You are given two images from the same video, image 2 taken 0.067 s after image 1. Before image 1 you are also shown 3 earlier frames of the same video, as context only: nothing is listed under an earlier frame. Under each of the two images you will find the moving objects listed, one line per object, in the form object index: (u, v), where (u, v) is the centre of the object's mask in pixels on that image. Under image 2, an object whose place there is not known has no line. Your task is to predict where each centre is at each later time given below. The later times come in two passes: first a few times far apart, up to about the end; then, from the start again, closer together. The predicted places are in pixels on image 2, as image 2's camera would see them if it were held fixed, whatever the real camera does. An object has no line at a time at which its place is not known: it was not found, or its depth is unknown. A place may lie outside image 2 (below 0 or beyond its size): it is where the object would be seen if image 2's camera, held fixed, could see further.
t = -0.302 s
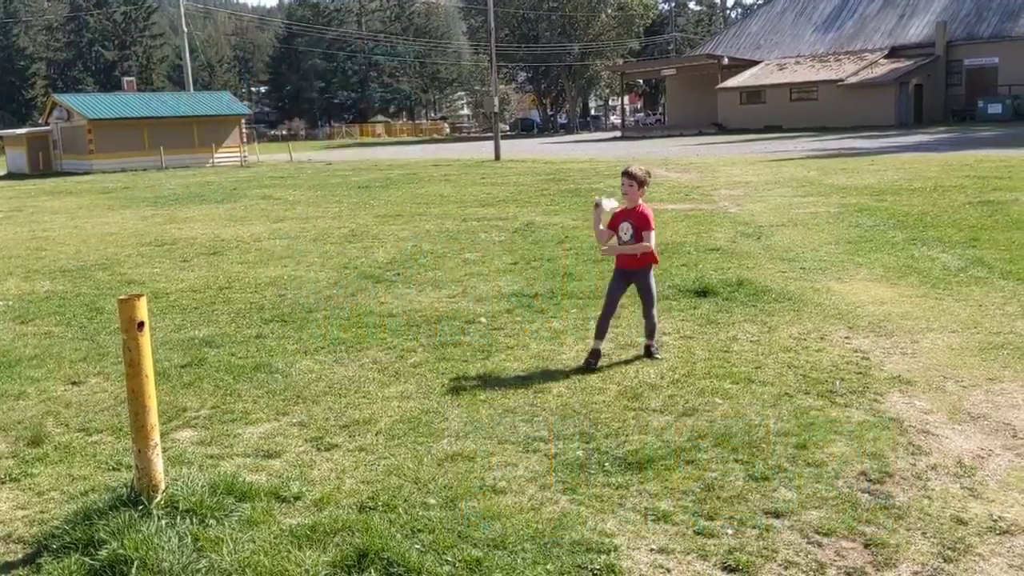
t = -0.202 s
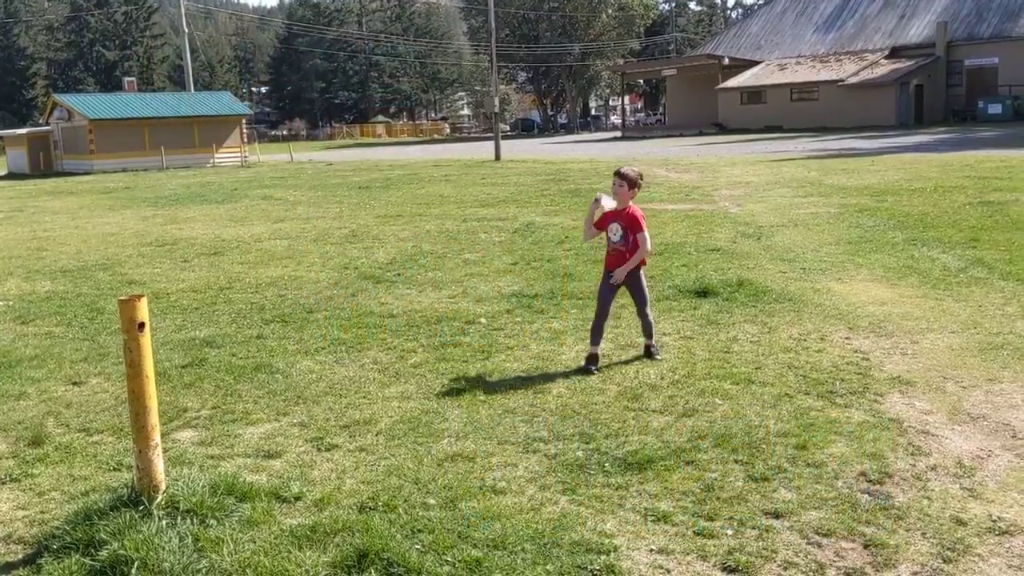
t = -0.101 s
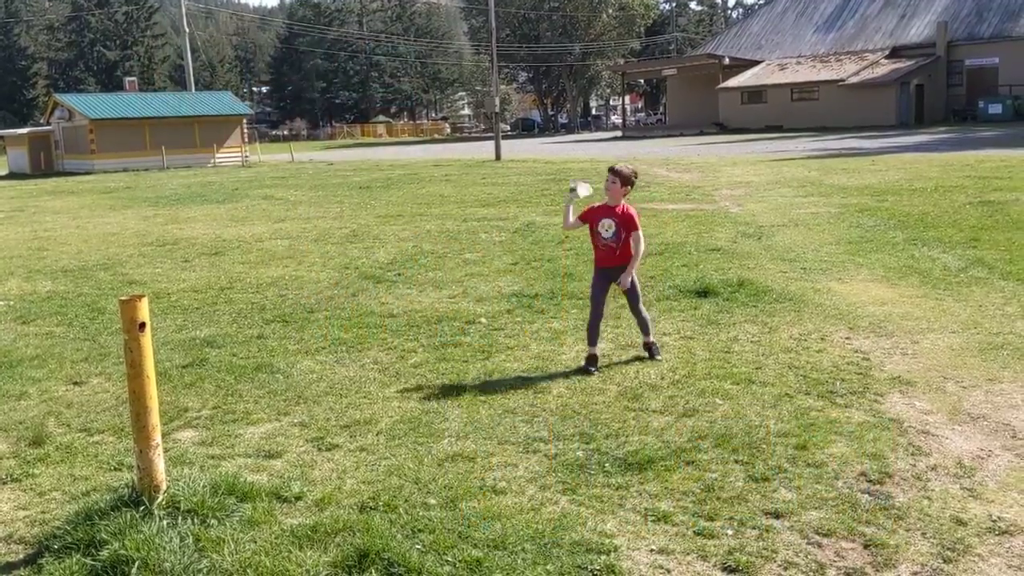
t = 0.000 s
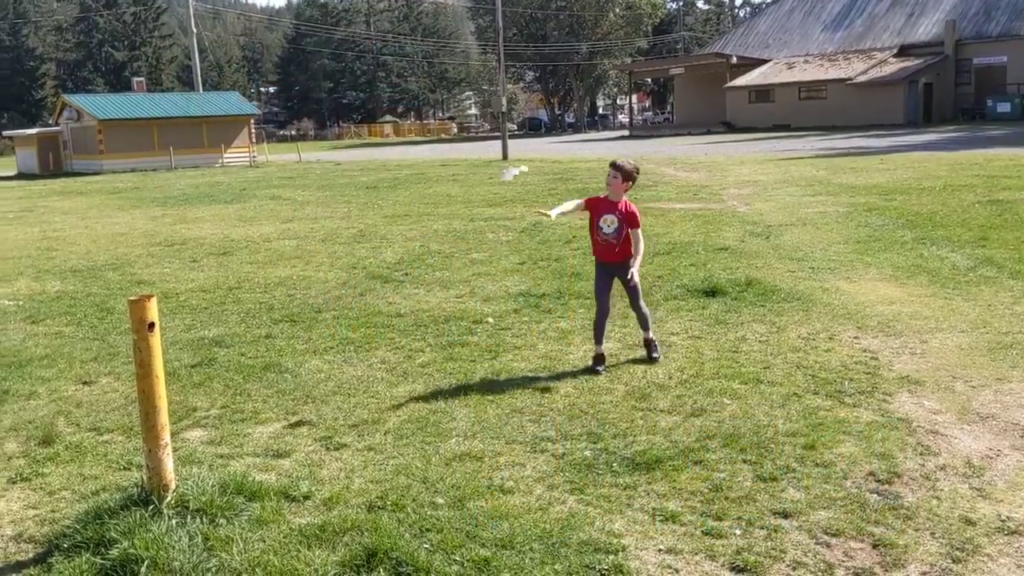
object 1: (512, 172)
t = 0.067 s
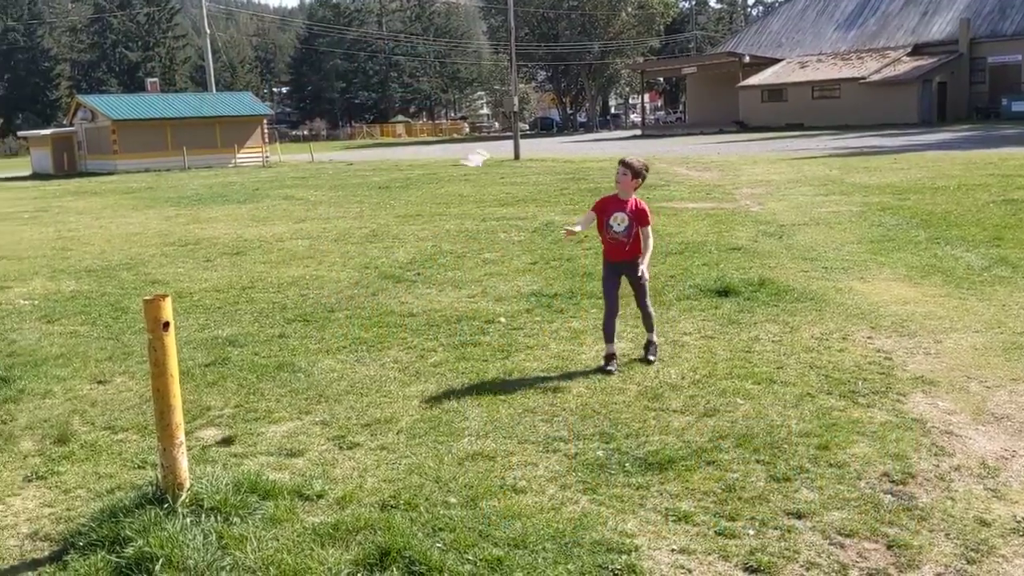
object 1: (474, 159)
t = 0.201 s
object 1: (382, 58)
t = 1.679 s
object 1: (1185, 121)
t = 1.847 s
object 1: (1410, 111)
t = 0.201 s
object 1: (382, 58)
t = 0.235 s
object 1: (370, 24)
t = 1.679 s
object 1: (1185, 121)
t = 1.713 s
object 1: (1230, 125)
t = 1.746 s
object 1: (1276, 125)
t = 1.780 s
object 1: (1321, 123)
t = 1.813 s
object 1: (1367, 119)
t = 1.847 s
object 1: (1410, 111)
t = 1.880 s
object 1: (1453, 101)
